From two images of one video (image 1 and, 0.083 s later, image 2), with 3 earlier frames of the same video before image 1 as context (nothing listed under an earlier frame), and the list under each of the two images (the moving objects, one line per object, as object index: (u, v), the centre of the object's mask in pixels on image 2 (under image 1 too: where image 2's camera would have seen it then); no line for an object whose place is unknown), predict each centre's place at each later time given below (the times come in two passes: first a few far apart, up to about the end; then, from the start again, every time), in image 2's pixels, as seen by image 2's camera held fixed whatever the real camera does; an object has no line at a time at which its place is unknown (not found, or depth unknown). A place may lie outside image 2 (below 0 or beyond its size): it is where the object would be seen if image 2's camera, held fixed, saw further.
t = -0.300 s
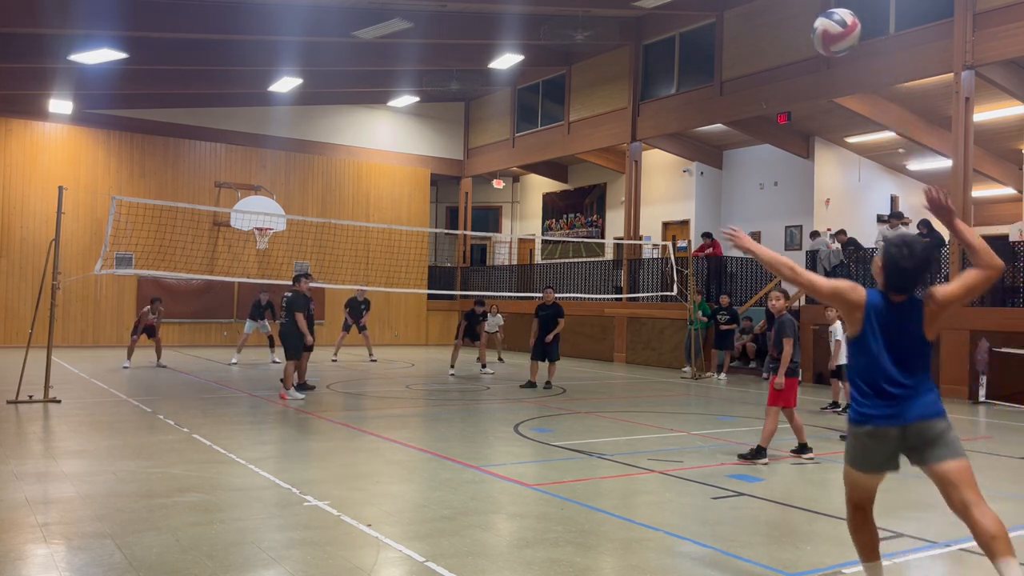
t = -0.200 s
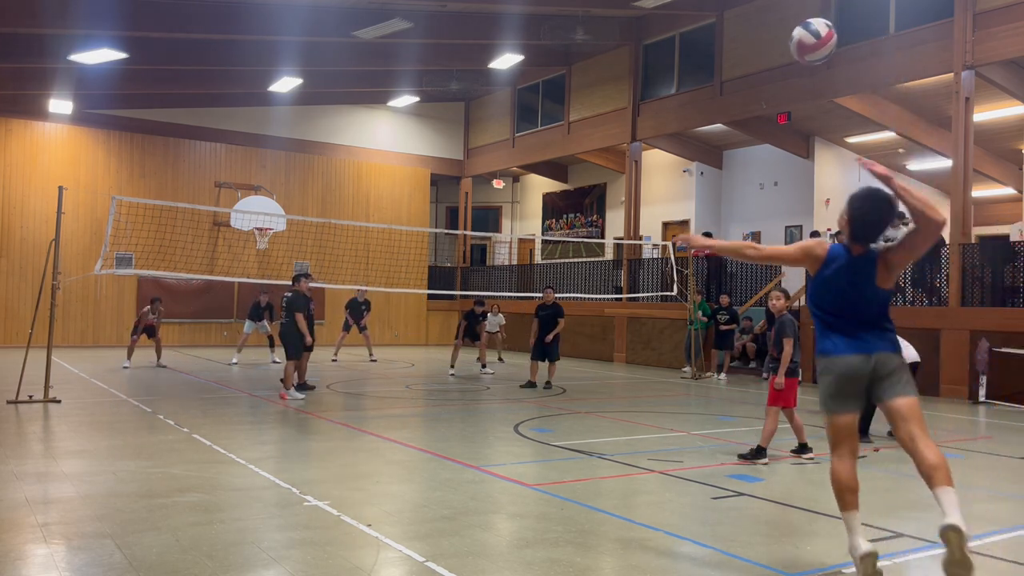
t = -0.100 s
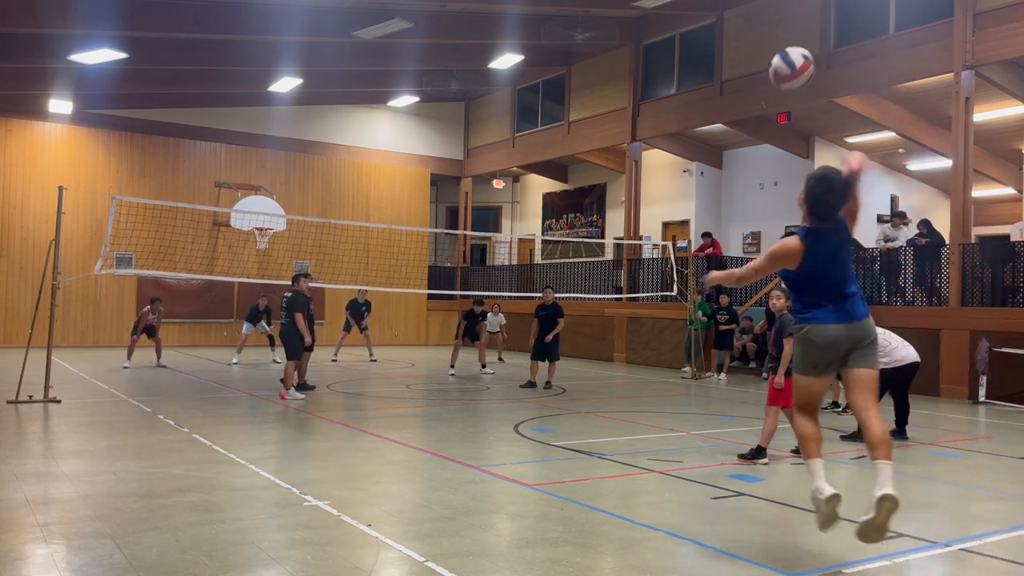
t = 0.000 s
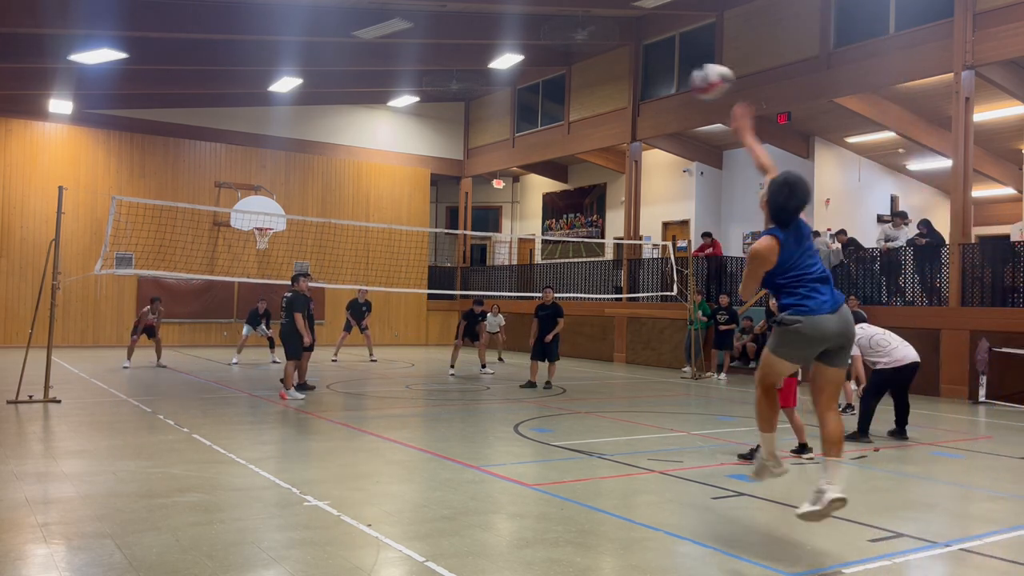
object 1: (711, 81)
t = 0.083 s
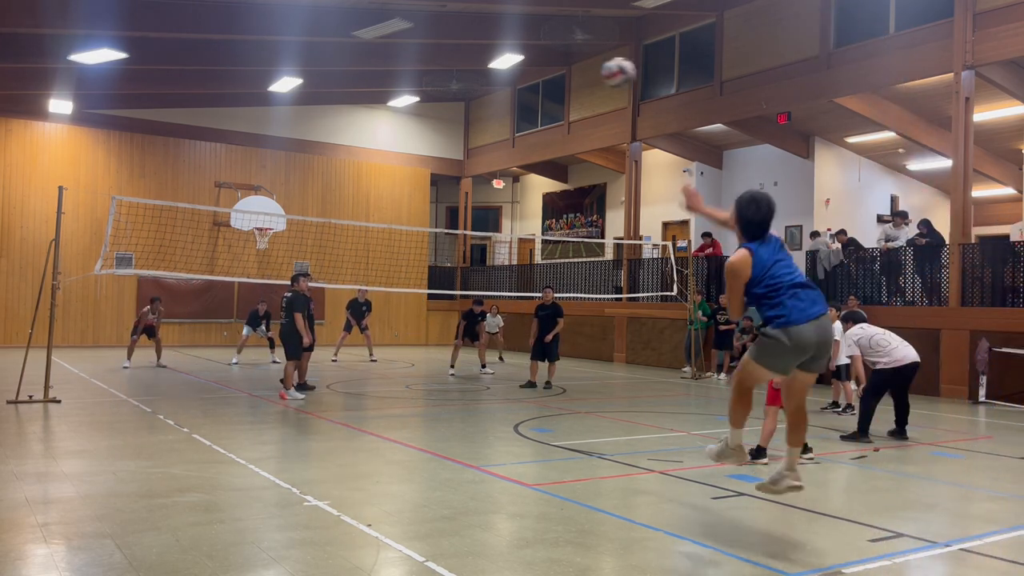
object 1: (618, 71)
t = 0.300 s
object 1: (489, 85)
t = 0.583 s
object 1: (418, 136)
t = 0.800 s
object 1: (395, 185)
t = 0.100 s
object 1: (603, 71)
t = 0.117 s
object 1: (590, 71)
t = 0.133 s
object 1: (578, 71)
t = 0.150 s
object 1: (566, 72)
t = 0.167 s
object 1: (555, 73)
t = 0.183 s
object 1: (545, 74)
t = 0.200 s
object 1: (535, 76)
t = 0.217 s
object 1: (526, 77)
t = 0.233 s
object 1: (518, 78)
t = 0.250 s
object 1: (510, 79)
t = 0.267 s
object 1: (502, 81)
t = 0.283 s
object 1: (495, 82)
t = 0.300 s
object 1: (489, 85)
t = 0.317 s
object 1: (483, 87)
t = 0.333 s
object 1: (477, 89)
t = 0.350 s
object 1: (471, 92)
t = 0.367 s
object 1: (466, 94)
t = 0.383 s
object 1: (461, 97)
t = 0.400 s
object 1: (456, 99)
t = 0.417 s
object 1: (452, 103)
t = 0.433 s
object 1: (449, 105)
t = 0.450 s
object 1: (444, 108)
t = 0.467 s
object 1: (441, 112)
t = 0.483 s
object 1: (437, 115)
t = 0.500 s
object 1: (433, 119)
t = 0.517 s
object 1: (430, 122)
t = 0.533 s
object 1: (427, 126)
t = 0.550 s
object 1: (424, 129)
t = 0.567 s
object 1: (421, 132)
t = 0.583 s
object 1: (418, 136)
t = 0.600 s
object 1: (416, 140)
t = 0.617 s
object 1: (413, 143)
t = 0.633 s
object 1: (411, 147)
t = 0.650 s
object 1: (409, 151)
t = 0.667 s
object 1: (407, 154)
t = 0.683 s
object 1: (405, 158)
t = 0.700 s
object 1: (403, 162)
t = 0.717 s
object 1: (402, 166)
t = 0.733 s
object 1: (400, 169)
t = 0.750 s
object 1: (399, 173)
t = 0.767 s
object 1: (397, 177)
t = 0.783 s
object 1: (396, 181)
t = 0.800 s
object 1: (395, 185)
